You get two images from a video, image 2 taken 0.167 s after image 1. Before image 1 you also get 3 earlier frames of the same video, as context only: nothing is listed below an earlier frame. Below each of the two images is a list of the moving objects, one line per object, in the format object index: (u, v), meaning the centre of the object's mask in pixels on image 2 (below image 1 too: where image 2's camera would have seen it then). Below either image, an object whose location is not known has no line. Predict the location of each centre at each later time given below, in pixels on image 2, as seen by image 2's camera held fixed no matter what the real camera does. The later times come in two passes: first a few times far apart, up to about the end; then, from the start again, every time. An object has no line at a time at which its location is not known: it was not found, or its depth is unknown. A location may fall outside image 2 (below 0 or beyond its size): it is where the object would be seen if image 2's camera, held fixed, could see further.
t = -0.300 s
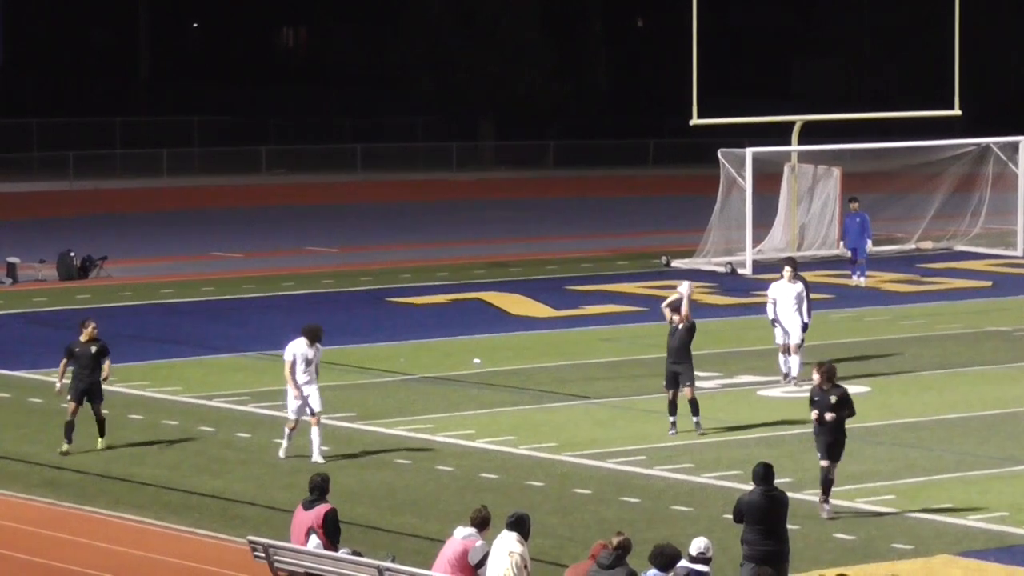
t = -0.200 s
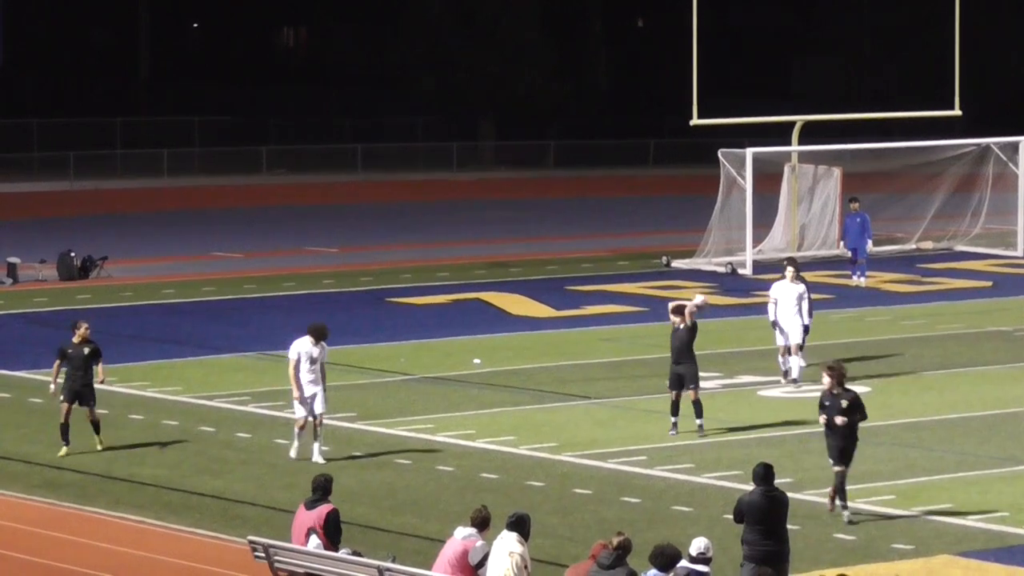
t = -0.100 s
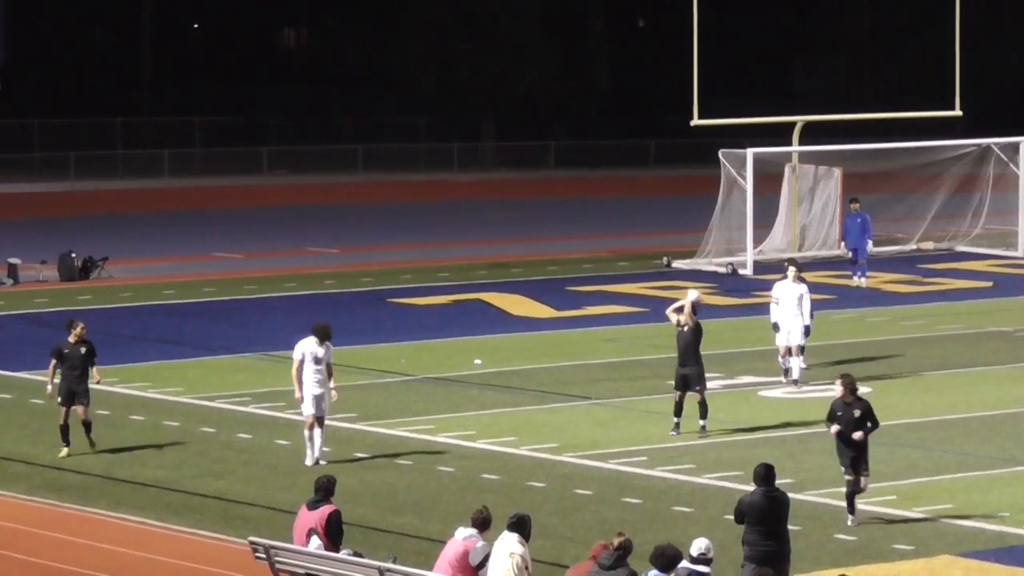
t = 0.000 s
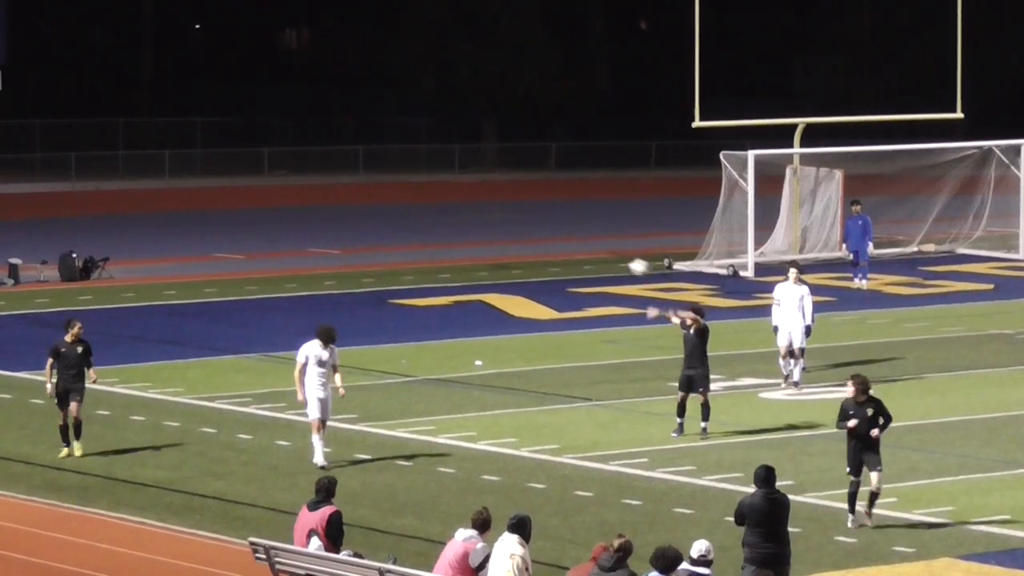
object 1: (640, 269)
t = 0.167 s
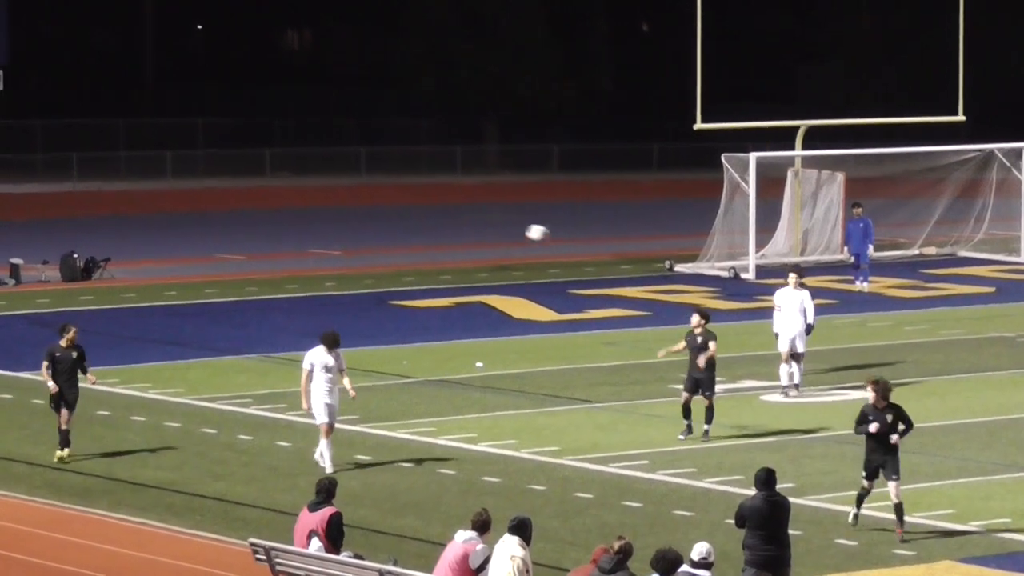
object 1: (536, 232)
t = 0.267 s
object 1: (474, 221)
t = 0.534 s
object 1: (306, 224)
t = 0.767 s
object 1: (160, 274)
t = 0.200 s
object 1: (515, 227)
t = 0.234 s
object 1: (494, 223)
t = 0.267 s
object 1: (474, 221)
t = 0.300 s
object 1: (452, 218)
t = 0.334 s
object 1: (431, 216)
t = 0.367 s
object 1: (411, 216)
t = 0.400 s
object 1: (390, 216)
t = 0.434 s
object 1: (369, 216)
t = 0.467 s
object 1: (348, 218)
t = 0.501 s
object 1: (327, 220)
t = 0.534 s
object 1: (306, 224)
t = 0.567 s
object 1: (285, 228)
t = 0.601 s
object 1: (263, 233)
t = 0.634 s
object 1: (243, 240)
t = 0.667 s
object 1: (222, 247)
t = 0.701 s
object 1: (201, 255)
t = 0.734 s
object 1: (180, 264)
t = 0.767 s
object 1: (160, 274)
